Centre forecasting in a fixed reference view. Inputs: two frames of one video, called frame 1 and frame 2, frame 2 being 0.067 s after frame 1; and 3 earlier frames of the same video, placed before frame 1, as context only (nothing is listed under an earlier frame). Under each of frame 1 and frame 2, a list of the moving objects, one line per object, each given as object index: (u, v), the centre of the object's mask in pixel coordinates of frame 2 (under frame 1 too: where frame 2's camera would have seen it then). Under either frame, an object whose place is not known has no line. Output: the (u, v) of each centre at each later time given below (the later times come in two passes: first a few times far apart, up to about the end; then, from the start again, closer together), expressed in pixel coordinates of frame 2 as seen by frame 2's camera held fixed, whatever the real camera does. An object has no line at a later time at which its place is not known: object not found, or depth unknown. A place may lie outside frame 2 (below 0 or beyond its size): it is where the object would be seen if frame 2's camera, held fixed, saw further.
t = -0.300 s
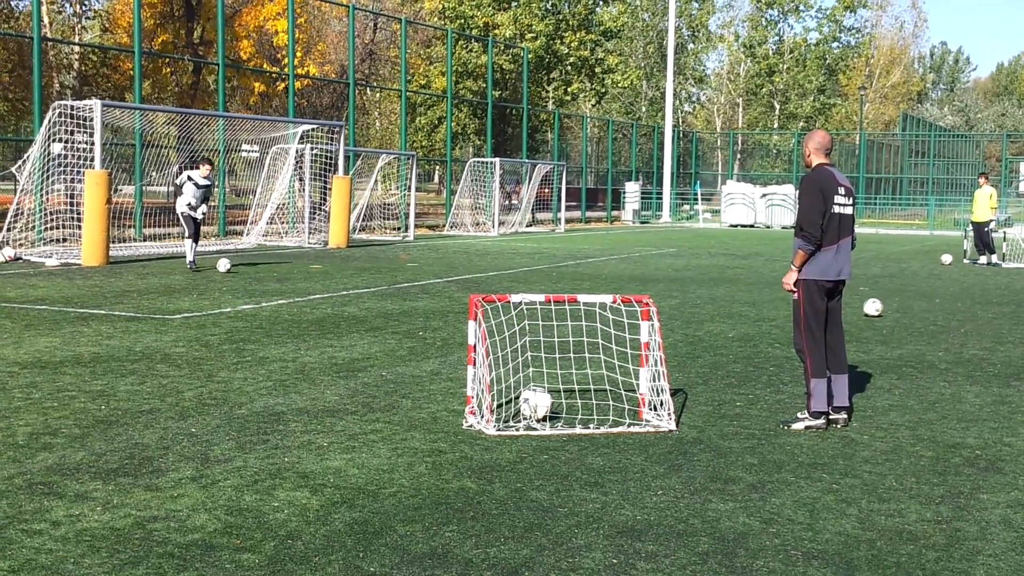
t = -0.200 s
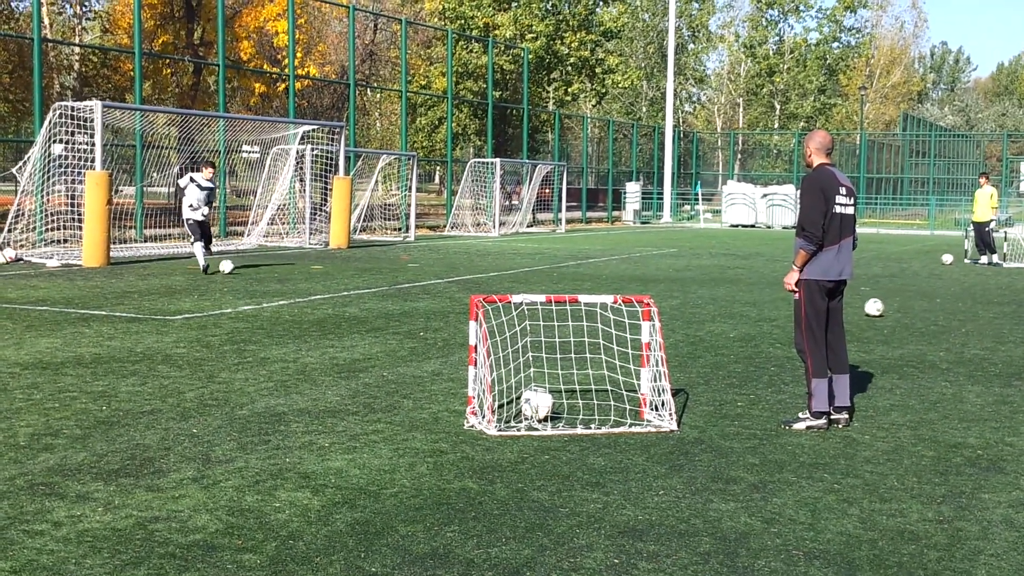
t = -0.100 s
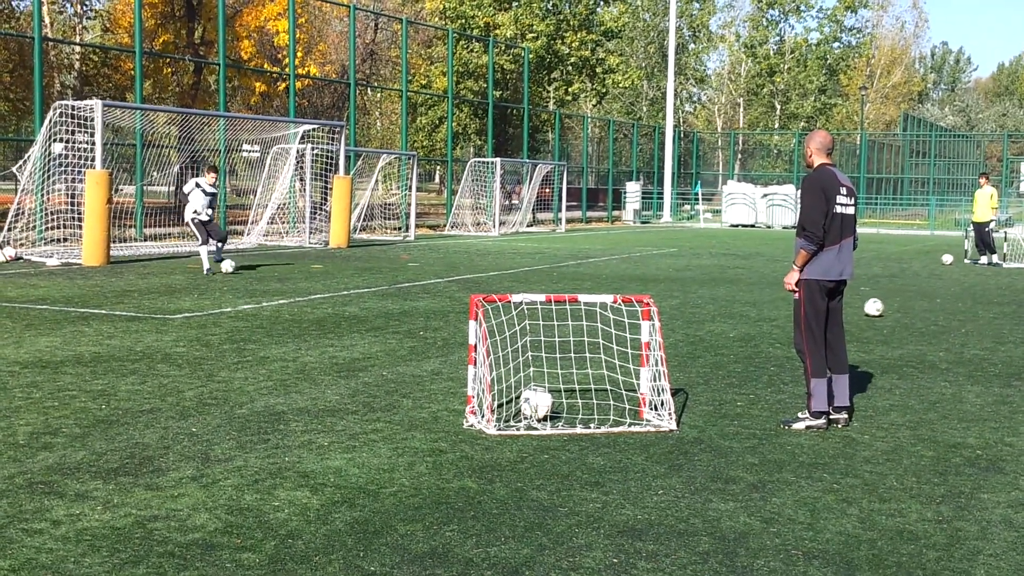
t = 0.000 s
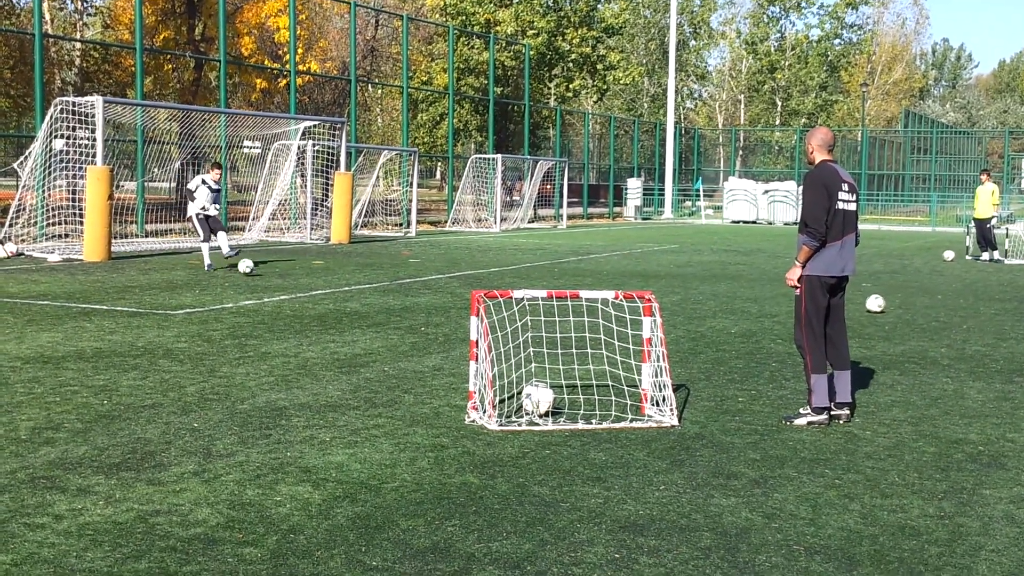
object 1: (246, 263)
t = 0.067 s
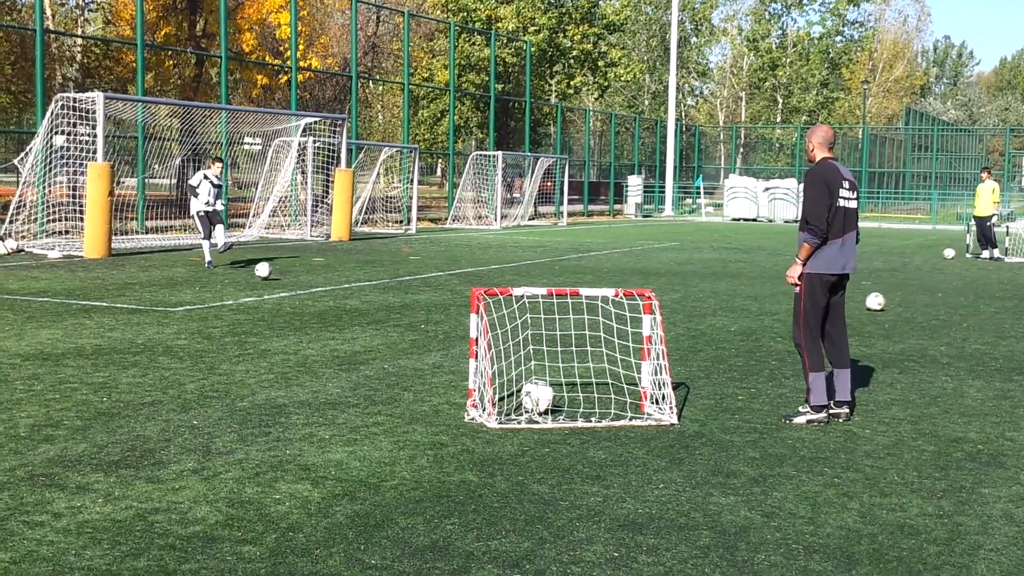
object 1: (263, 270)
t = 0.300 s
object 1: (330, 296)
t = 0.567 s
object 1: (427, 340)
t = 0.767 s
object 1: (518, 378)
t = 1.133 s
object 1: (587, 369)
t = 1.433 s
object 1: (587, 359)
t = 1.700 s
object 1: (565, 404)
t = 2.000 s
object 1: (571, 400)
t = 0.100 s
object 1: (272, 275)
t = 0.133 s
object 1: (281, 278)
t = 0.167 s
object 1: (289, 279)
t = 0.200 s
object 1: (299, 281)
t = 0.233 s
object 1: (308, 284)
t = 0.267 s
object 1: (319, 289)
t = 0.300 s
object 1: (330, 296)
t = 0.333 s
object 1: (341, 303)
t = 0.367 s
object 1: (352, 309)
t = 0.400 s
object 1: (363, 310)
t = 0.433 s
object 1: (374, 312)
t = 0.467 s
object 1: (387, 315)
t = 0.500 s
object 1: (400, 321)
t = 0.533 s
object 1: (414, 329)
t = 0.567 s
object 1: (427, 340)
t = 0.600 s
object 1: (443, 348)
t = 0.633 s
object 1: (455, 350)
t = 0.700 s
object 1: (488, 358)
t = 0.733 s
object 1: (502, 368)
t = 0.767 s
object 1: (518, 378)
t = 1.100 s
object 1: (583, 354)
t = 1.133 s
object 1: (587, 369)
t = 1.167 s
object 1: (591, 386)
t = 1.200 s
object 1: (594, 399)
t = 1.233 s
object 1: (597, 388)
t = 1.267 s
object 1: (600, 379)
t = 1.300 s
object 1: (597, 371)
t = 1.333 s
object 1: (596, 366)
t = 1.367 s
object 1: (592, 361)
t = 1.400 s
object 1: (589, 360)
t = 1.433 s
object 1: (587, 359)
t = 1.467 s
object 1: (584, 360)
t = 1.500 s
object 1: (582, 363)
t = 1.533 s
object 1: (579, 367)
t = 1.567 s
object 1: (576, 375)
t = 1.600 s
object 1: (572, 383)
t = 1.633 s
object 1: (569, 393)
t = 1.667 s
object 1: (565, 405)
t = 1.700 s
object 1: (565, 404)
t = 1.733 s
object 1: (566, 396)
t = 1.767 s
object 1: (568, 391)
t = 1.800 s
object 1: (569, 389)
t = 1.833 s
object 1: (570, 390)
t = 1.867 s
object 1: (571, 390)
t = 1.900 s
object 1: (571, 394)
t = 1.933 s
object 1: (572, 400)
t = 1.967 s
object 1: (574, 406)
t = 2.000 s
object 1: (571, 400)
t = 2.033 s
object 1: (569, 398)
